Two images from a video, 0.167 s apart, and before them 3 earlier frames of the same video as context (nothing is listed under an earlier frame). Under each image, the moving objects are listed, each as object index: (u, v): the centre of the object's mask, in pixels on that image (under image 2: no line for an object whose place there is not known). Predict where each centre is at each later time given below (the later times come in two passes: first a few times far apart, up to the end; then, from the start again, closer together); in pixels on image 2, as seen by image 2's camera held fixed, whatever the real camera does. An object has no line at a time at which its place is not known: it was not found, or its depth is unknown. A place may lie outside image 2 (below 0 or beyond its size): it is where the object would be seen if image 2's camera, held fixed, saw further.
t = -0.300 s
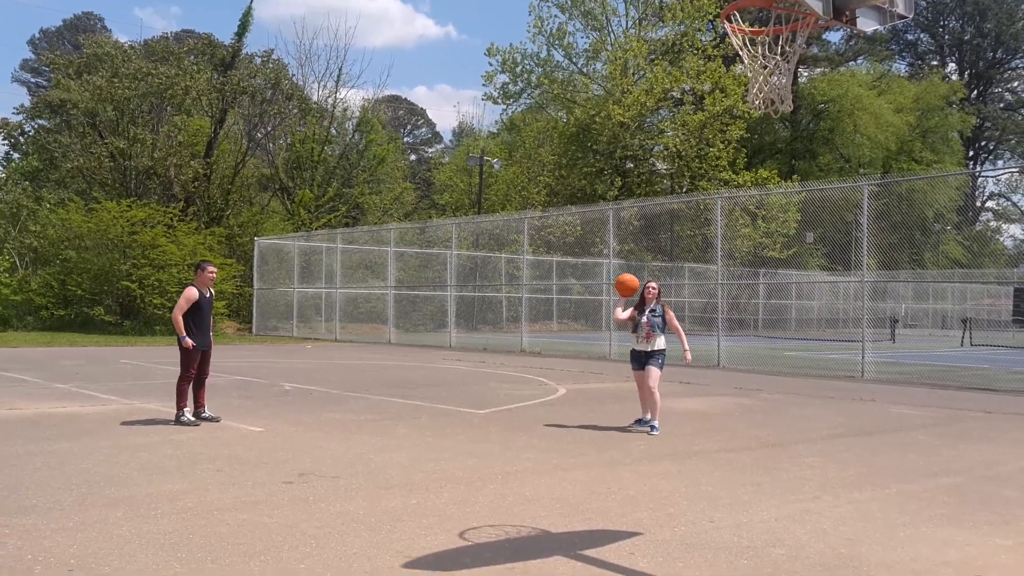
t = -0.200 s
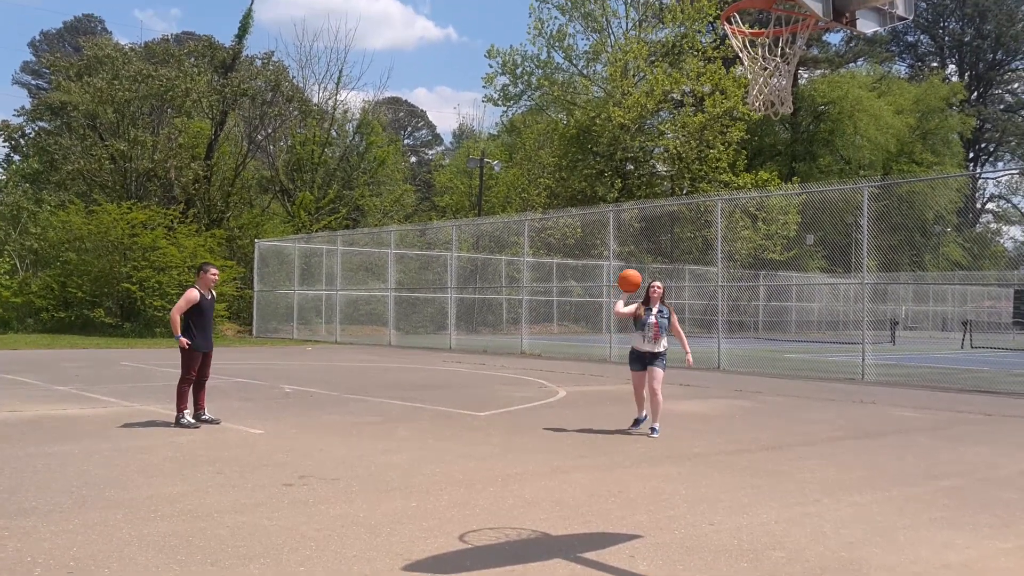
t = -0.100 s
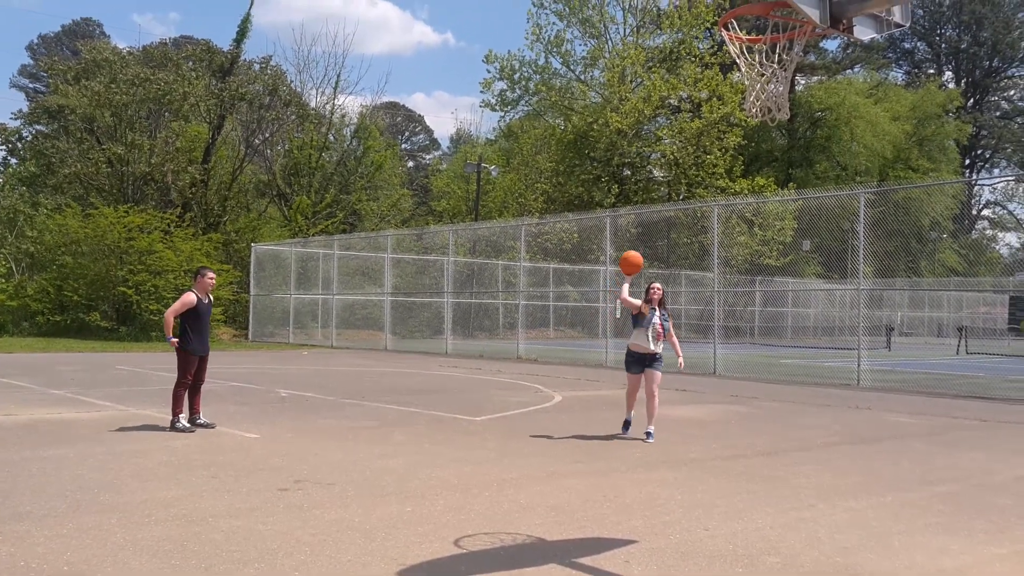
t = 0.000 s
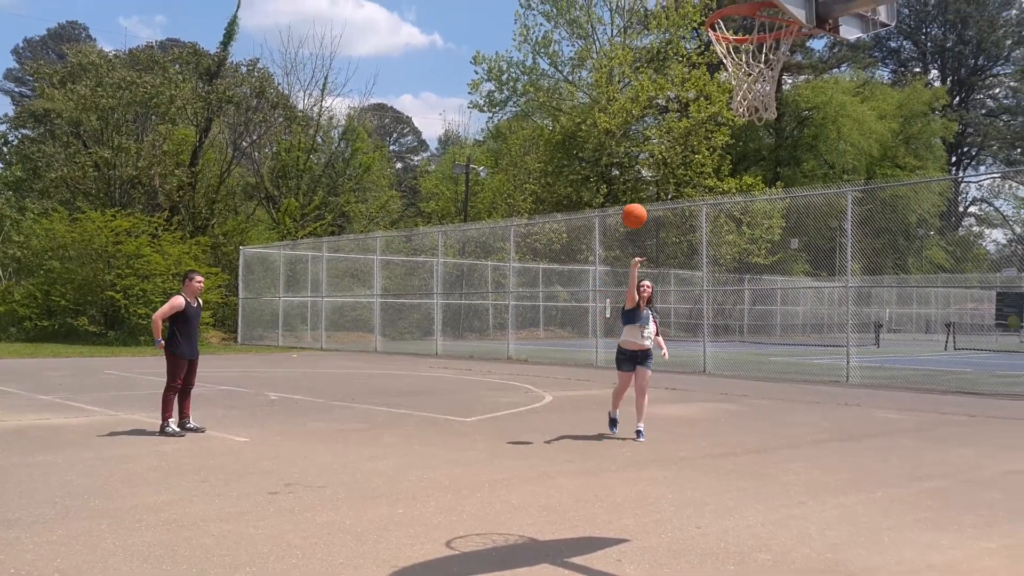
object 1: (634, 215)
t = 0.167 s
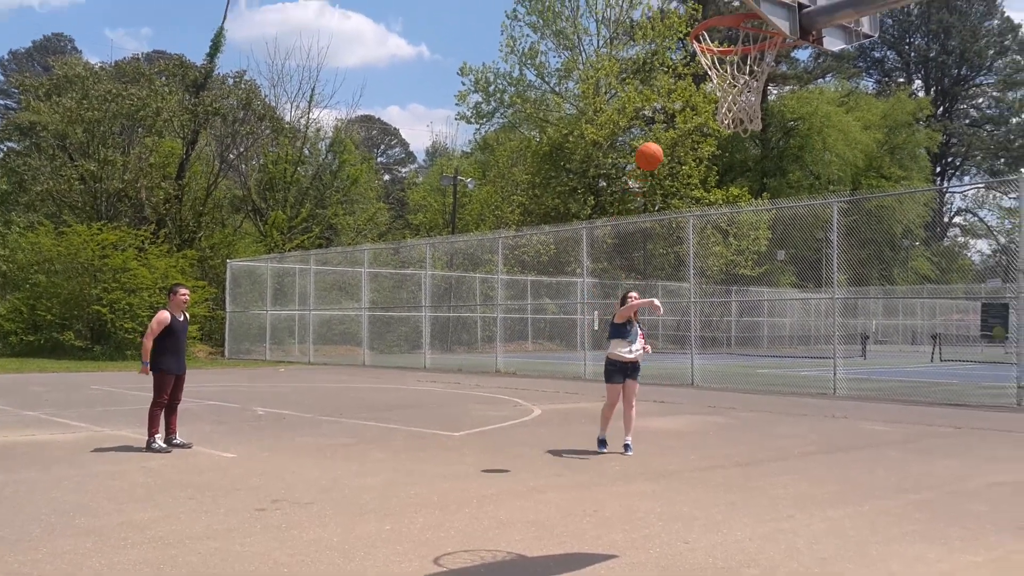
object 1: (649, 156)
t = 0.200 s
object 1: (655, 143)
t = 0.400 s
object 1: (696, 90)
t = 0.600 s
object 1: (746, 77)
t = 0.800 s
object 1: (818, 137)
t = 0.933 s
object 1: (884, 236)
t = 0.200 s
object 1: (655, 143)
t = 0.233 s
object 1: (661, 133)
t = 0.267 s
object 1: (667, 123)
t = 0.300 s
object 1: (674, 113)
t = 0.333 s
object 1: (681, 104)
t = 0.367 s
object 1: (688, 96)
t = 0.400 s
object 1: (696, 90)
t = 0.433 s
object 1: (704, 85)
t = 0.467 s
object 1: (711, 80)
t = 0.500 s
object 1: (720, 76)
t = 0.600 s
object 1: (746, 77)
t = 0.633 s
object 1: (760, 80)
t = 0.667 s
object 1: (773, 88)
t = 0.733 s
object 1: (791, 107)
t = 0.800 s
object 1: (818, 137)
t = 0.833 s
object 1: (833, 155)
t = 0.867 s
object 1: (849, 177)
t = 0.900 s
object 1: (866, 204)
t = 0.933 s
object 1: (884, 236)
